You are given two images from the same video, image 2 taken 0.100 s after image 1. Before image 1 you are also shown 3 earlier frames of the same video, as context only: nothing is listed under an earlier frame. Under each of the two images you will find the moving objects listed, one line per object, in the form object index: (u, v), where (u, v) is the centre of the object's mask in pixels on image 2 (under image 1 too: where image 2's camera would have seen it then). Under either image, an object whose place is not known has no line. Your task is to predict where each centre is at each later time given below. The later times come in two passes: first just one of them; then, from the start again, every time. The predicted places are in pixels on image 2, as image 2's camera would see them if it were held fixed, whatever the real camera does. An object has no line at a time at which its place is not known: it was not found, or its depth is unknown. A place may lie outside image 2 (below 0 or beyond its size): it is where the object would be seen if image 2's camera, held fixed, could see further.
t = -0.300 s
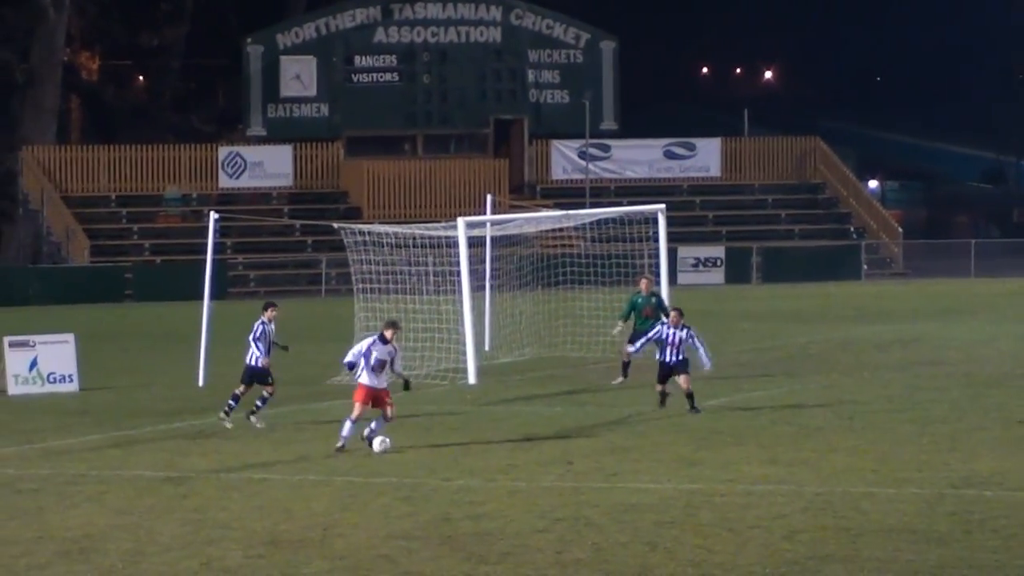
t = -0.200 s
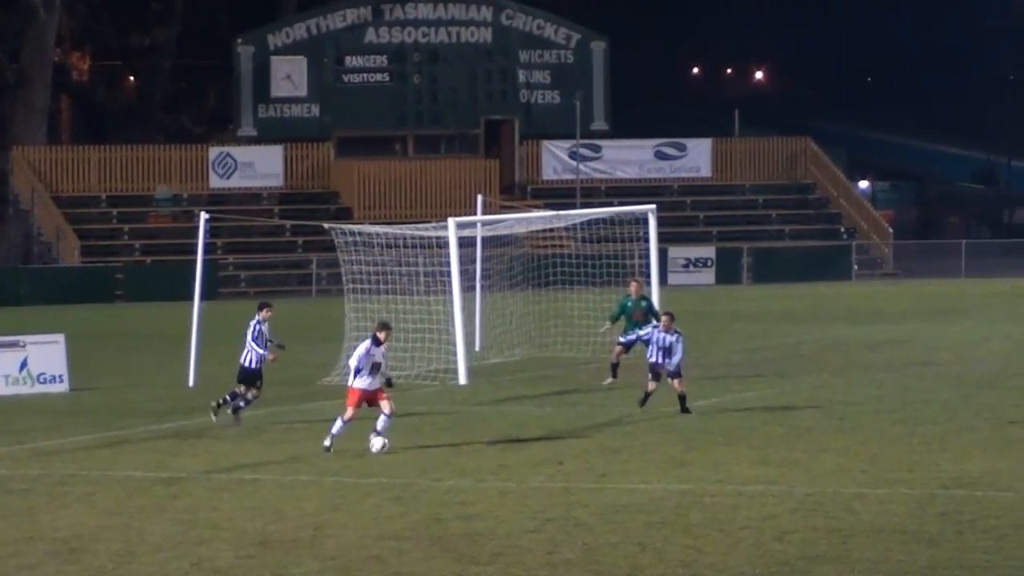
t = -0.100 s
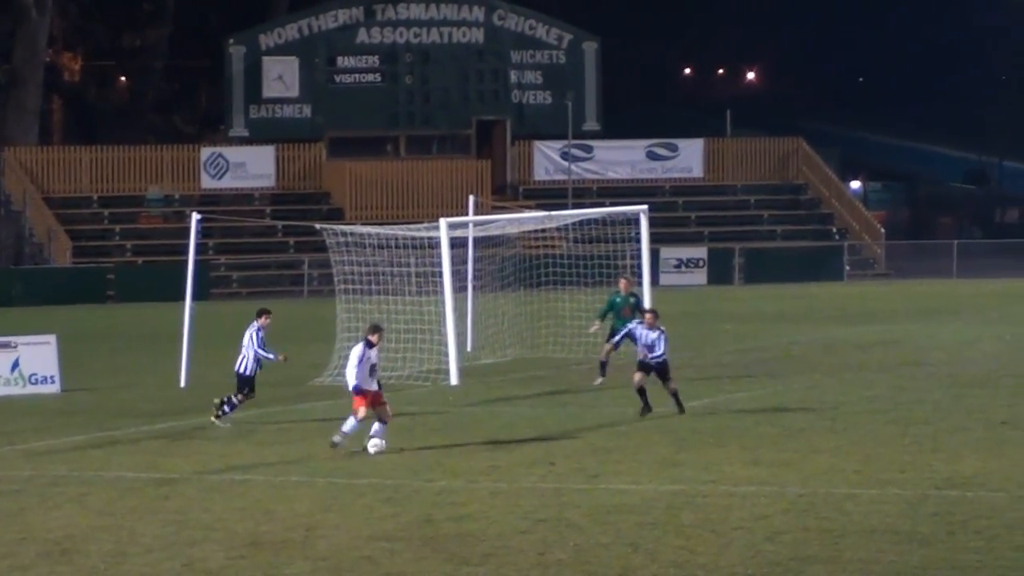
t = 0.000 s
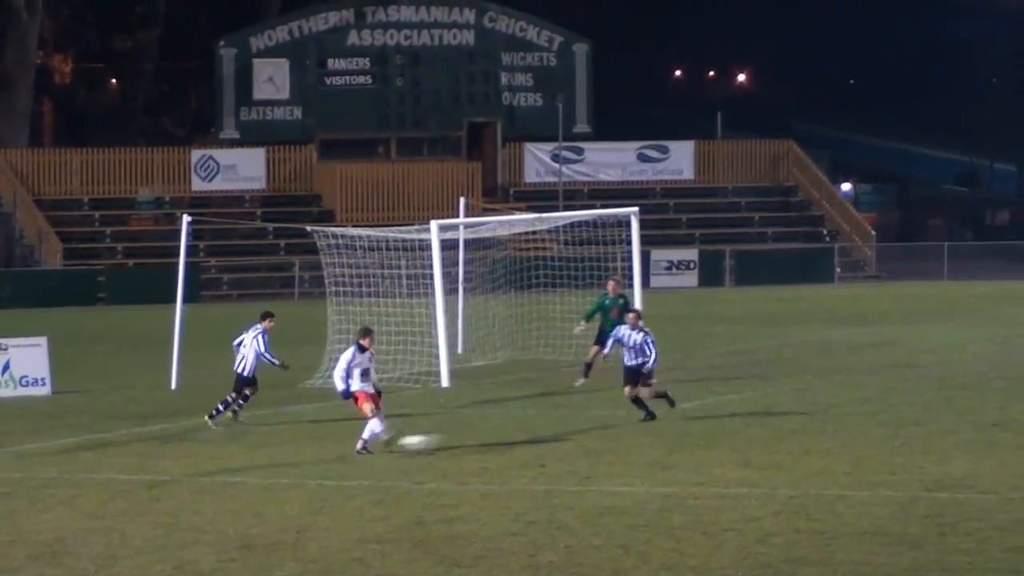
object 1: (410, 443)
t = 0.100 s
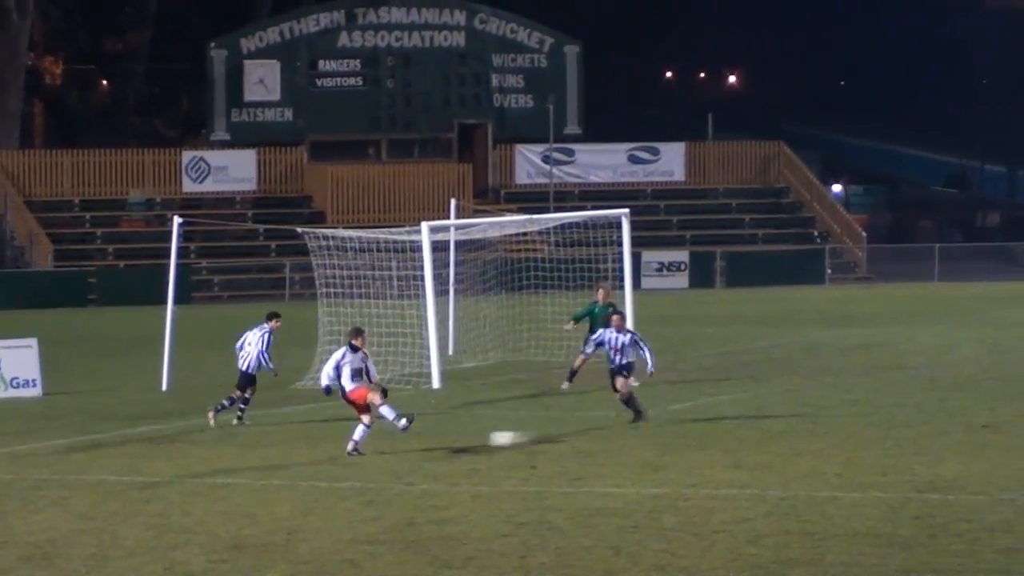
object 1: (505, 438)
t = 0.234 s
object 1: (631, 441)
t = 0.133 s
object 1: (541, 438)
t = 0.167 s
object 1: (571, 440)
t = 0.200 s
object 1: (605, 442)
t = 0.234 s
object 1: (631, 441)
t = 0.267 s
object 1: (660, 439)
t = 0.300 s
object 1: (689, 437)
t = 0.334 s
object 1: (718, 437)
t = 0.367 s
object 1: (747, 437)
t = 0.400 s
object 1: (775, 439)
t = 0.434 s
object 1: (803, 439)
